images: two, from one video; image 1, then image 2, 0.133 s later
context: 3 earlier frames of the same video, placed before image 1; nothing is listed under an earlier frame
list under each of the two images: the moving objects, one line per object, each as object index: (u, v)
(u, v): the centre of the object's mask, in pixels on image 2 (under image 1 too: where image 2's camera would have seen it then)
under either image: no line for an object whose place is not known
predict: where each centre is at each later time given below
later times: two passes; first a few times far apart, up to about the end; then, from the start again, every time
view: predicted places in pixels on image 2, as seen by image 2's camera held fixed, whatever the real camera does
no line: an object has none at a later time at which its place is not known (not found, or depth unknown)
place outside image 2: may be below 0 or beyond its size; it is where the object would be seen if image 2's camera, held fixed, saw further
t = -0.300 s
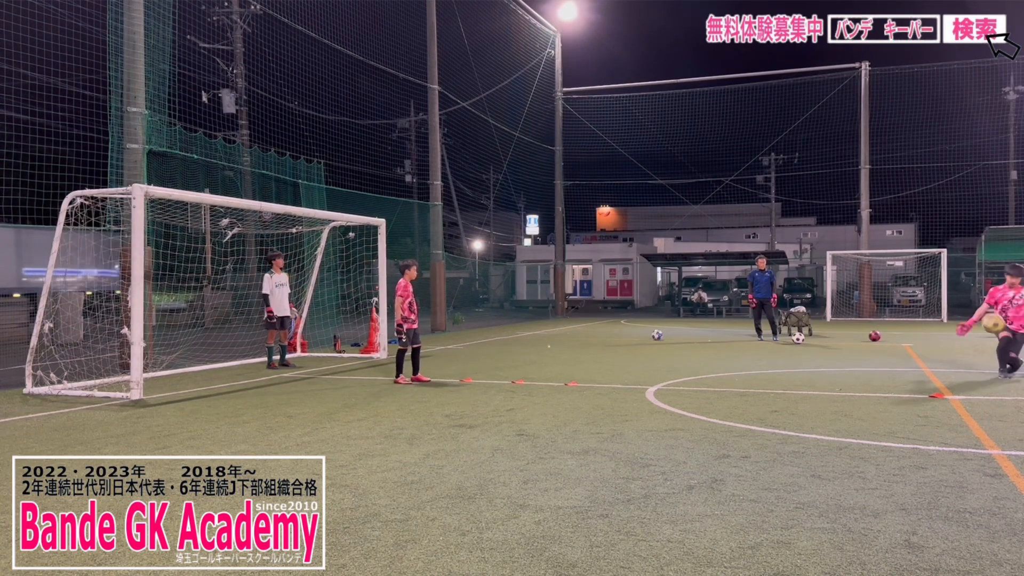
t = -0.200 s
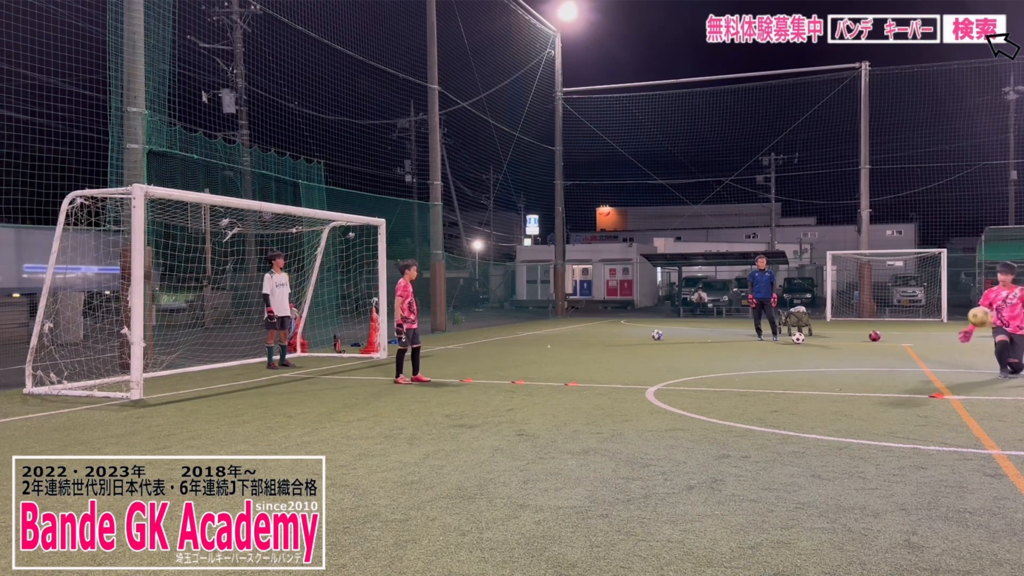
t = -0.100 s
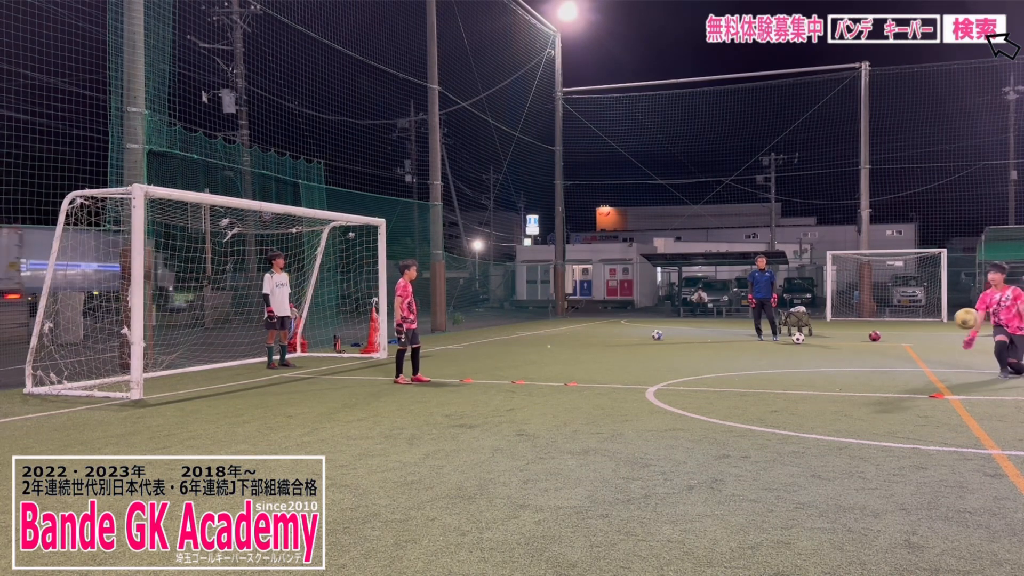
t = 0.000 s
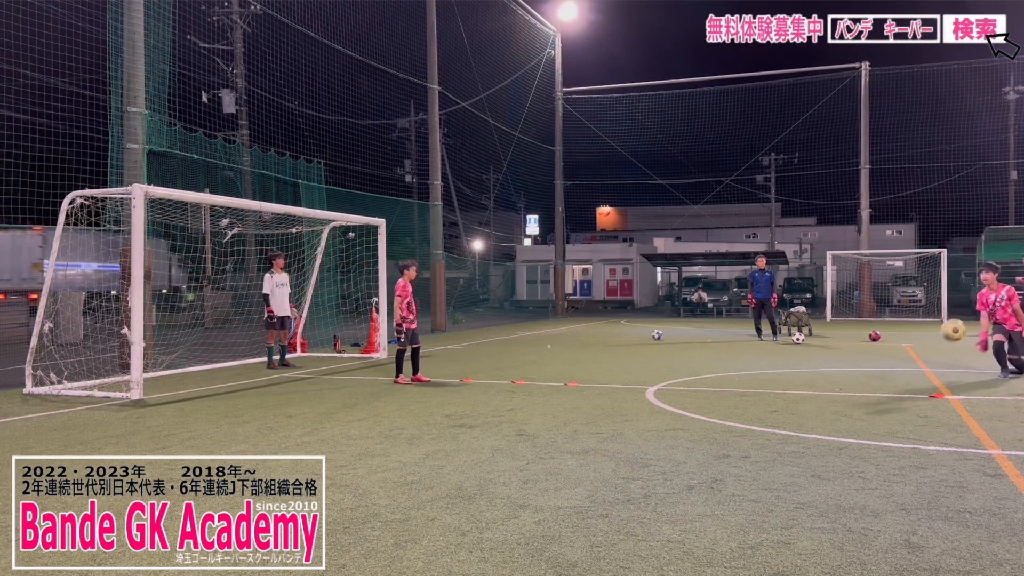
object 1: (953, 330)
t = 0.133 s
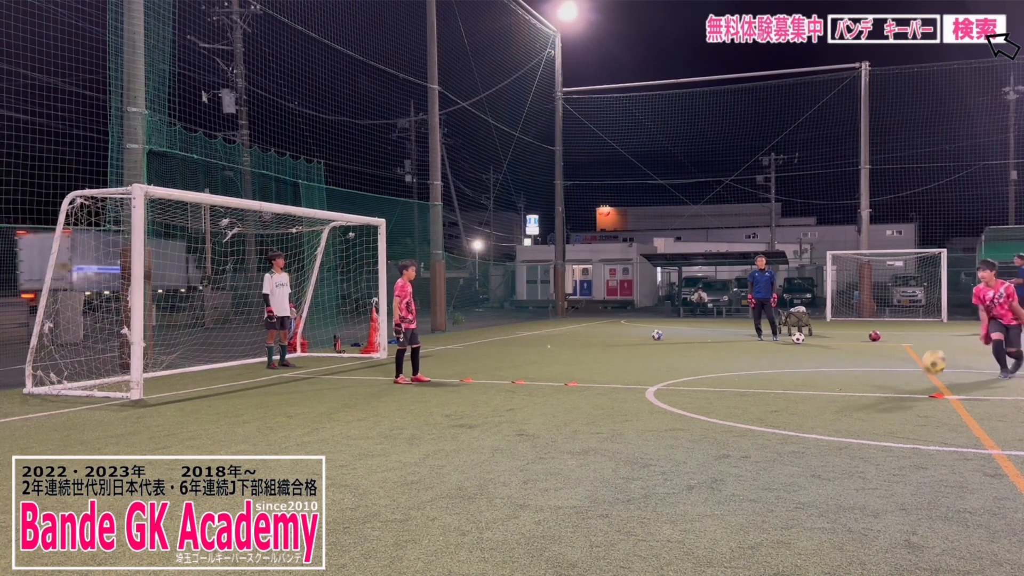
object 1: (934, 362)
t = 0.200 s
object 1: (924, 384)
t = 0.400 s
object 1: (864, 356)
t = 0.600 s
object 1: (801, 356)
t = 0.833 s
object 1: (728, 391)
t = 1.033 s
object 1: (665, 375)
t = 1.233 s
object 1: (600, 403)
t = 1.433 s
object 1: (533, 393)
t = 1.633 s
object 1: (464, 403)
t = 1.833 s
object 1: (393, 411)
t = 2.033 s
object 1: (318, 417)
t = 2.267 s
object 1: (226, 425)
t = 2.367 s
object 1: (184, 427)
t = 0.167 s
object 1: (929, 372)
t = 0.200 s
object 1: (924, 384)
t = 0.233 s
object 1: (914, 386)
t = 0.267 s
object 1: (904, 378)
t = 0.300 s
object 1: (894, 371)
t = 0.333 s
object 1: (883, 365)
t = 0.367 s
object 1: (874, 360)
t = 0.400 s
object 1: (864, 356)
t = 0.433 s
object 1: (853, 353)
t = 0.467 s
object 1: (843, 352)
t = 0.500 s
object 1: (833, 351)
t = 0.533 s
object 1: (823, 352)
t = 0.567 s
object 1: (813, 353)
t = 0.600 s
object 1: (801, 356)
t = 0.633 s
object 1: (791, 360)
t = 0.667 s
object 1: (781, 366)
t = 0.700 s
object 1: (770, 372)
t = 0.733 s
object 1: (761, 379)
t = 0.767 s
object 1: (749, 388)
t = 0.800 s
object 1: (738, 397)
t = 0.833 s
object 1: (728, 391)
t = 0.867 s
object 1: (718, 385)
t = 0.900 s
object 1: (707, 381)
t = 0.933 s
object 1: (696, 377)
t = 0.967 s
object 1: (686, 376)
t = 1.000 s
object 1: (675, 375)
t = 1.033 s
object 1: (665, 375)
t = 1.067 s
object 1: (654, 377)
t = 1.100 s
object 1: (643, 379)
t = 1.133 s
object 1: (633, 384)
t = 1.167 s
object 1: (622, 389)
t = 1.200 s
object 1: (611, 396)
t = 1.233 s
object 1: (600, 403)
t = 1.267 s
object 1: (589, 399)
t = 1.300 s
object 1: (577, 396)
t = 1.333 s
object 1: (567, 393)
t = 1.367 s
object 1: (555, 392)
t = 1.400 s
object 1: (544, 391)
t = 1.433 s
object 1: (533, 393)
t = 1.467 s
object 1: (522, 396)
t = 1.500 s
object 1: (510, 399)
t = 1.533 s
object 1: (498, 404)
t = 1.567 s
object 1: (487, 408)
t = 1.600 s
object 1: (476, 405)
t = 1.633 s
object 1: (464, 403)
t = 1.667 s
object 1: (452, 403)
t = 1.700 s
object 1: (441, 404)
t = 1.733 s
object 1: (429, 406)
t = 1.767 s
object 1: (418, 410)
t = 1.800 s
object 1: (406, 414)
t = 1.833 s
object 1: (393, 411)
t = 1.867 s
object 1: (380, 411)
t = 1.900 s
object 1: (369, 411)
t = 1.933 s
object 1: (357, 413)
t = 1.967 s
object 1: (343, 416)
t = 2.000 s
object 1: (332, 417)
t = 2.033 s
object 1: (318, 417)
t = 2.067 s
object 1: (306, 419)
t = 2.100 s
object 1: (292, 421)
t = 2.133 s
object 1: (279, 420)
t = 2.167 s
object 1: (266, 421)
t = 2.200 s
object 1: (253, 423)
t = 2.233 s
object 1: (239, 424)
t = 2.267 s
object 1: (226, 425)
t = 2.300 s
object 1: (211, 425)
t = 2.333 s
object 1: (197, 426)
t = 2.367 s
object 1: (184, 427)
